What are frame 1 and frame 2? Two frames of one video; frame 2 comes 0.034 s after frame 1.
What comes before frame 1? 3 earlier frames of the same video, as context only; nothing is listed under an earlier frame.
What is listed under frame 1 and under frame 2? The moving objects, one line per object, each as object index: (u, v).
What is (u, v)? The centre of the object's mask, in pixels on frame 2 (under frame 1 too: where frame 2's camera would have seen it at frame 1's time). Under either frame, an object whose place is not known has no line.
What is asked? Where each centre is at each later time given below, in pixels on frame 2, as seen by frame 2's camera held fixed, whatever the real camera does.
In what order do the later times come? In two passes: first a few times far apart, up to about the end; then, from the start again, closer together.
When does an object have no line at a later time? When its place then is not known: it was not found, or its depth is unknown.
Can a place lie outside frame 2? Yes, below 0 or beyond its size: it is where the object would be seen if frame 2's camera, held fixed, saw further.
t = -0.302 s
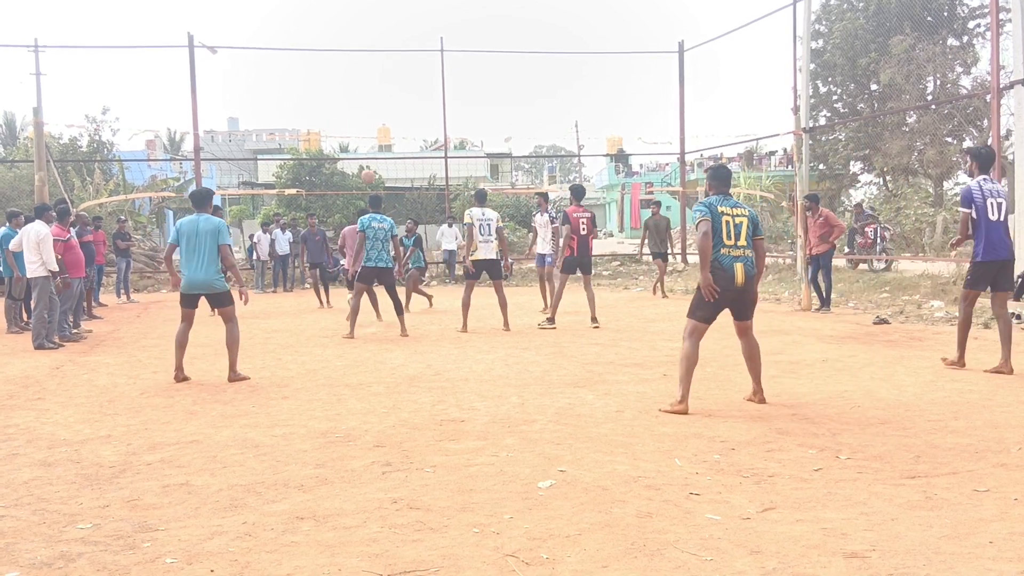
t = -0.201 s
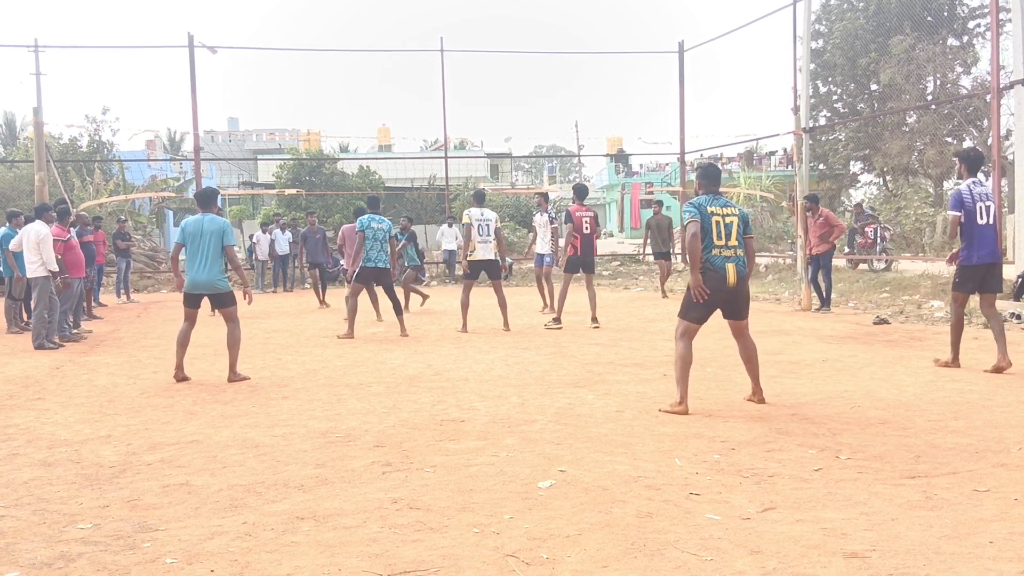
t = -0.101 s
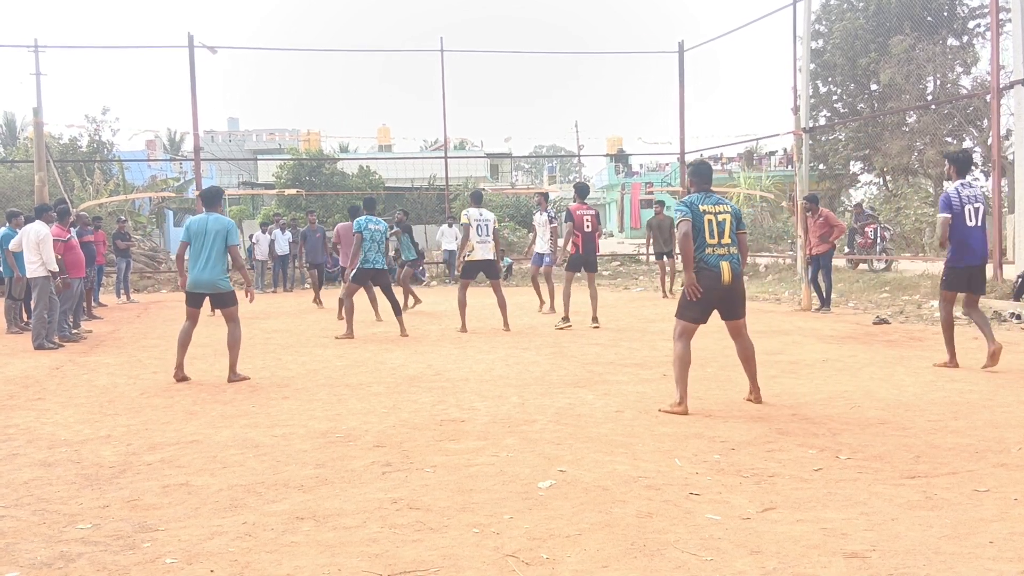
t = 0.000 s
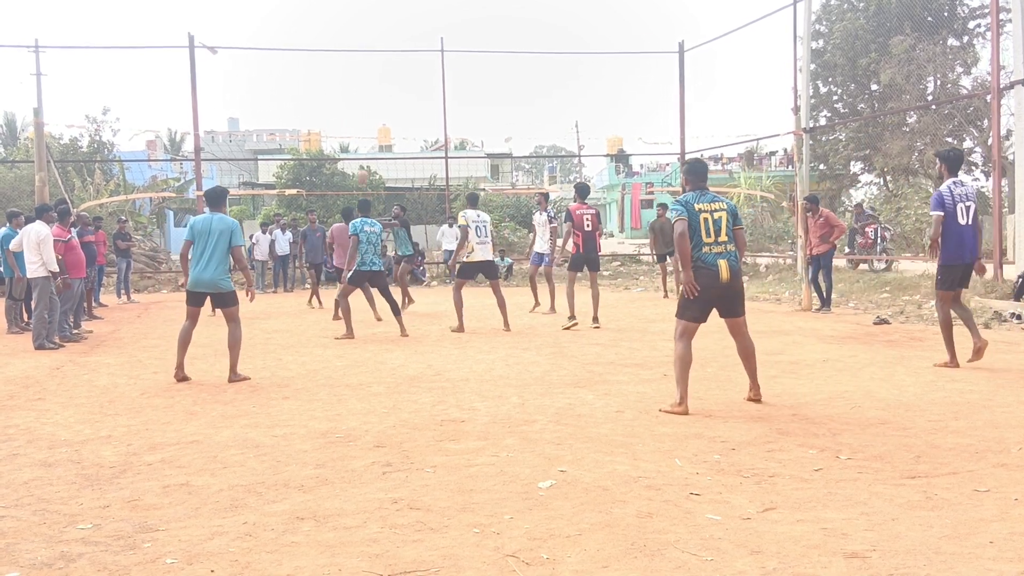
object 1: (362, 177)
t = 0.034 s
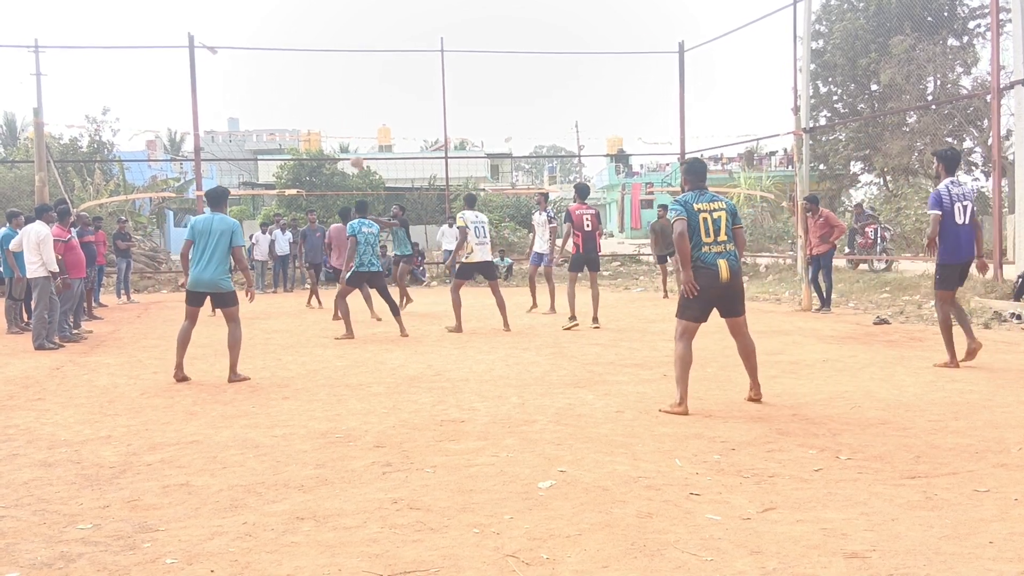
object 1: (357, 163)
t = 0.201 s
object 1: (330, 97)
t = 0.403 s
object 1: (300, 41)
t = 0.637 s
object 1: (267, 10)
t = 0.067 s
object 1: (352, 148)
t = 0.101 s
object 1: (346, 133)
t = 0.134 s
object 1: (341, 121)
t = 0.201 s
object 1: (330, 97)
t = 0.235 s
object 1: (326, 86)
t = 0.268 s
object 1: (320, 75)
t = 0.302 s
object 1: (315, 66)
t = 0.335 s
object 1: (310, 57)
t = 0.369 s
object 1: (305, 49)
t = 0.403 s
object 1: (300, 41)
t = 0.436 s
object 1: (296, 35)
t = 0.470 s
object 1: (290, 28)
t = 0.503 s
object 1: (286, 24)
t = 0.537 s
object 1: (281, 19)
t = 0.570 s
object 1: (276, 15)
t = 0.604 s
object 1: (271, 12)
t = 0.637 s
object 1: (267, 10)
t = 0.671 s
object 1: (262, 8)
